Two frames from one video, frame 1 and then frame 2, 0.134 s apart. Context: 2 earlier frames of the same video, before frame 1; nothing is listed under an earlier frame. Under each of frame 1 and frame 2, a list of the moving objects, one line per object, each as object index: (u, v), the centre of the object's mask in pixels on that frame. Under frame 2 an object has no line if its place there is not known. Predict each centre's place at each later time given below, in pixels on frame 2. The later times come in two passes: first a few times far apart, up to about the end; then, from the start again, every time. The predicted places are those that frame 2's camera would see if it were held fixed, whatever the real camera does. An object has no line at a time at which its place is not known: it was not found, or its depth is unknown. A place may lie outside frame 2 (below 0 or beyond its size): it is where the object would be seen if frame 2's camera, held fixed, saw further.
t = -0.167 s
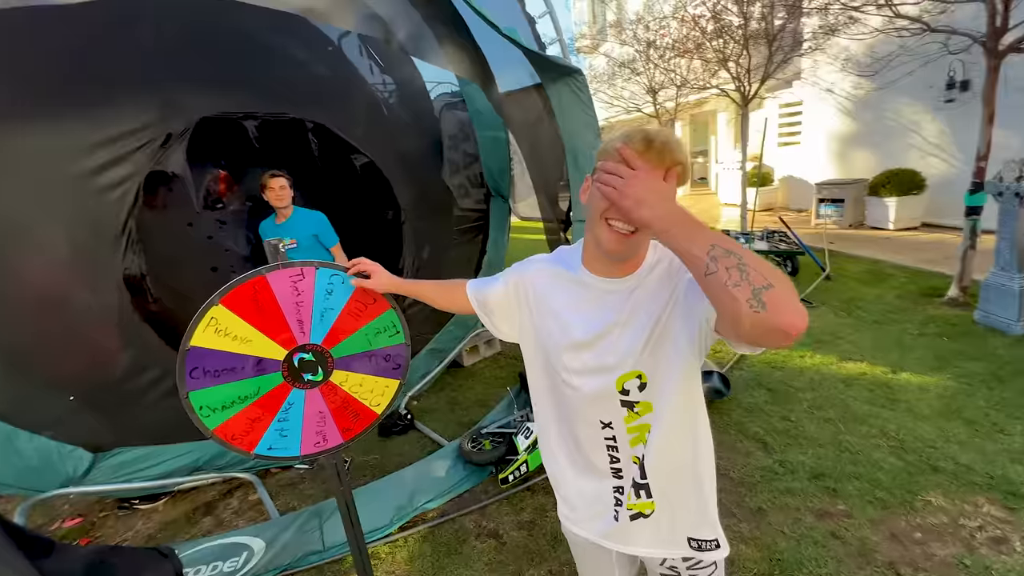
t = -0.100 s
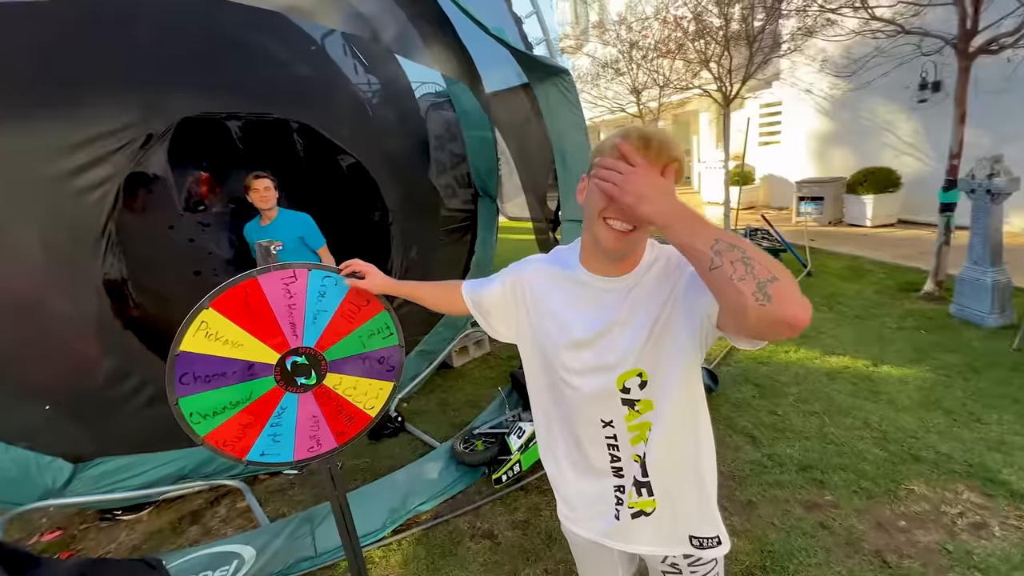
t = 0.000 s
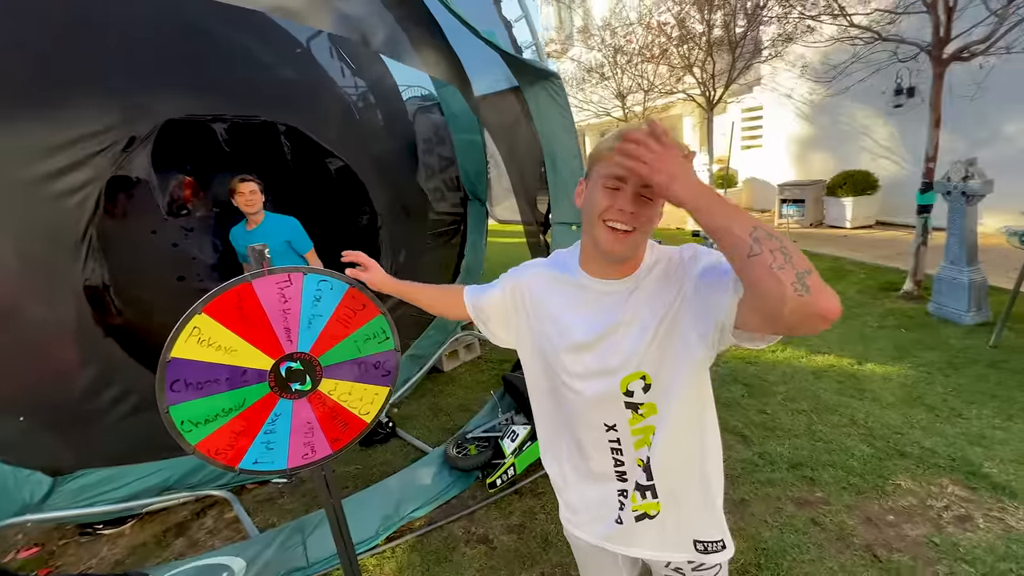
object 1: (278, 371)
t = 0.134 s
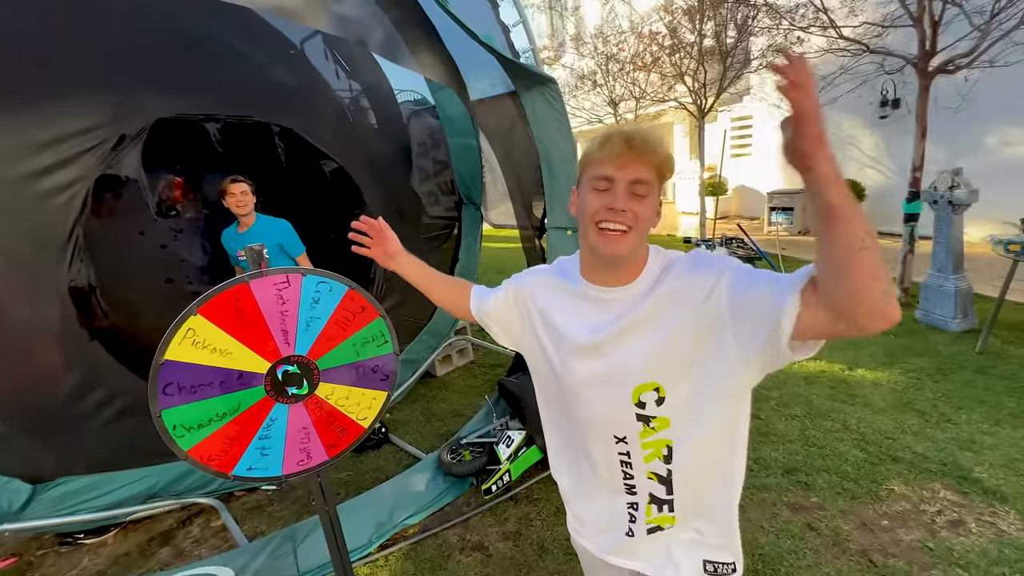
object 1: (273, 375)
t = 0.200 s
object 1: (272, 375)
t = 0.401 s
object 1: (266, 378)
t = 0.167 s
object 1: (273, 375)
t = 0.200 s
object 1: (272, 375)
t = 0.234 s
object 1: (271, 376)
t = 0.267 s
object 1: (270, 376)
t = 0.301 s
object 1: (270, 377)
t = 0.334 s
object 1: (269, 377)
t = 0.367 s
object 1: (268, 377)
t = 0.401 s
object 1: (266, 378)
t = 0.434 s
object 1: (265, 378)
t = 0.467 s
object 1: (263, 378)
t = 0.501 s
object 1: (261, 379)
